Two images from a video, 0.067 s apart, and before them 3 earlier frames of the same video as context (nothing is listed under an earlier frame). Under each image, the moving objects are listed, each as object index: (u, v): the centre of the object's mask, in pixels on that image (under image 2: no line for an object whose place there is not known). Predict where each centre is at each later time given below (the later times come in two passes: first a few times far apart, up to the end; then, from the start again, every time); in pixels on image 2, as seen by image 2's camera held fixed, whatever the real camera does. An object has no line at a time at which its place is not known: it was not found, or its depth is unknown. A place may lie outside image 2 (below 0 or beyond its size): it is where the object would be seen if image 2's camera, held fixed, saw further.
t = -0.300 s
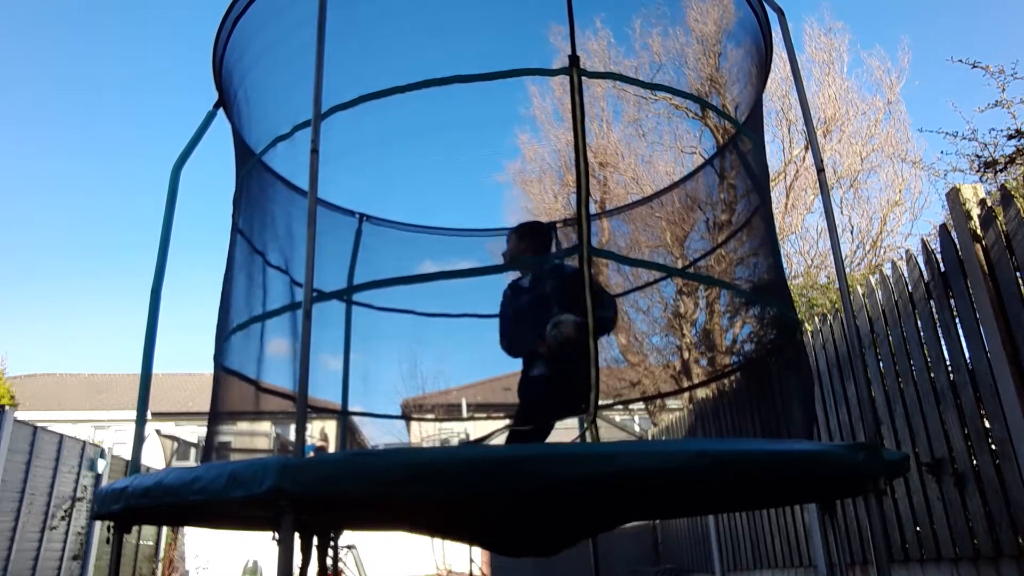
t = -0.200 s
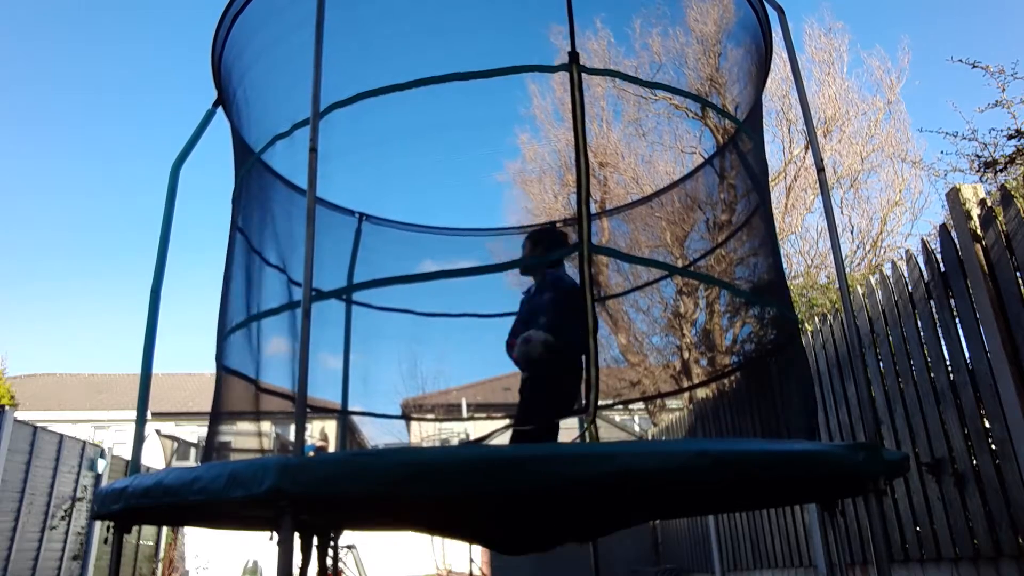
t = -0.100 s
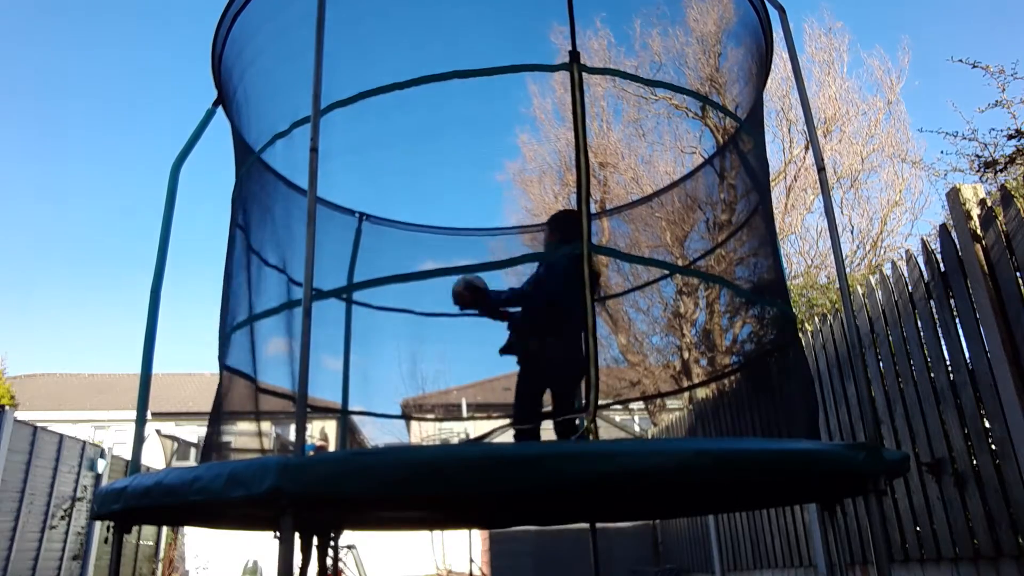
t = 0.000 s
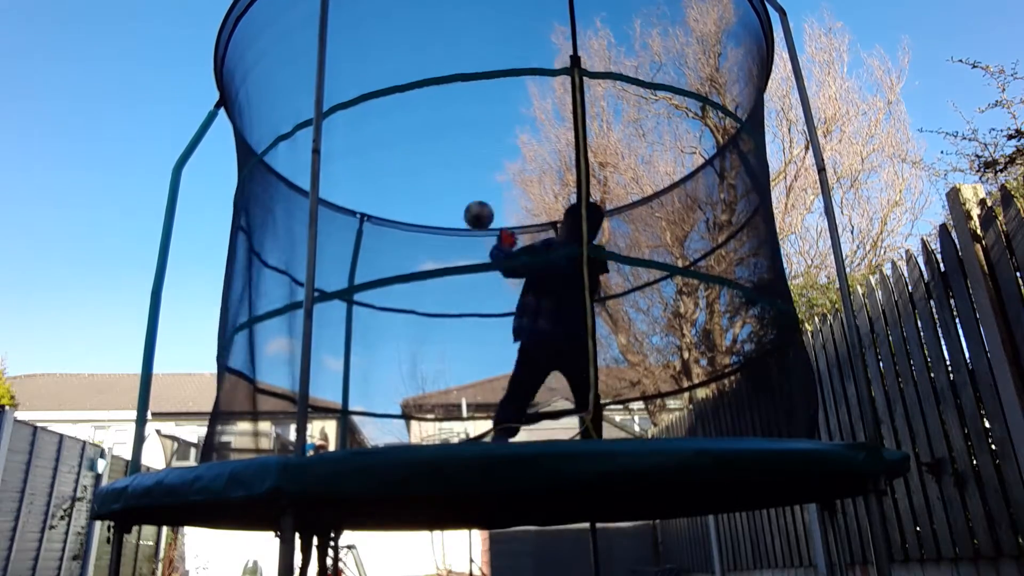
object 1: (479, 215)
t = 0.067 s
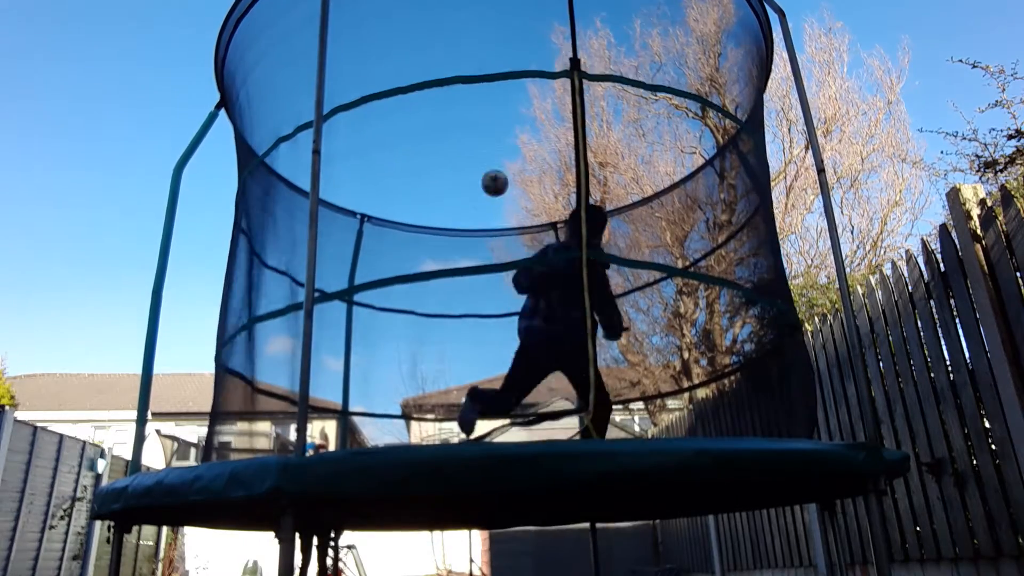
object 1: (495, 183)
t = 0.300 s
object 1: (532, 152)
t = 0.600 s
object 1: (566, 203)
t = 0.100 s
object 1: (502, 172)
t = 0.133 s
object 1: (508, 164)
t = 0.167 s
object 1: (514, 158)
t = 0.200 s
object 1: (518, 154)
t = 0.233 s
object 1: (523, 152)
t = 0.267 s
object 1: (528, 151)
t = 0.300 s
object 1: (532, 152)
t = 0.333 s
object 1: (536, 154)
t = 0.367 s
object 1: (540, 157)
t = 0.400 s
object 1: (545, 161)
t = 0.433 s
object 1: (549, 166)
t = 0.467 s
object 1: (552, 172)
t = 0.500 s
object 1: (556, 178)
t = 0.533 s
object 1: (559, 186)
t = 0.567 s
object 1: (562, 194)
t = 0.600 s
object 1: (566, 203)
